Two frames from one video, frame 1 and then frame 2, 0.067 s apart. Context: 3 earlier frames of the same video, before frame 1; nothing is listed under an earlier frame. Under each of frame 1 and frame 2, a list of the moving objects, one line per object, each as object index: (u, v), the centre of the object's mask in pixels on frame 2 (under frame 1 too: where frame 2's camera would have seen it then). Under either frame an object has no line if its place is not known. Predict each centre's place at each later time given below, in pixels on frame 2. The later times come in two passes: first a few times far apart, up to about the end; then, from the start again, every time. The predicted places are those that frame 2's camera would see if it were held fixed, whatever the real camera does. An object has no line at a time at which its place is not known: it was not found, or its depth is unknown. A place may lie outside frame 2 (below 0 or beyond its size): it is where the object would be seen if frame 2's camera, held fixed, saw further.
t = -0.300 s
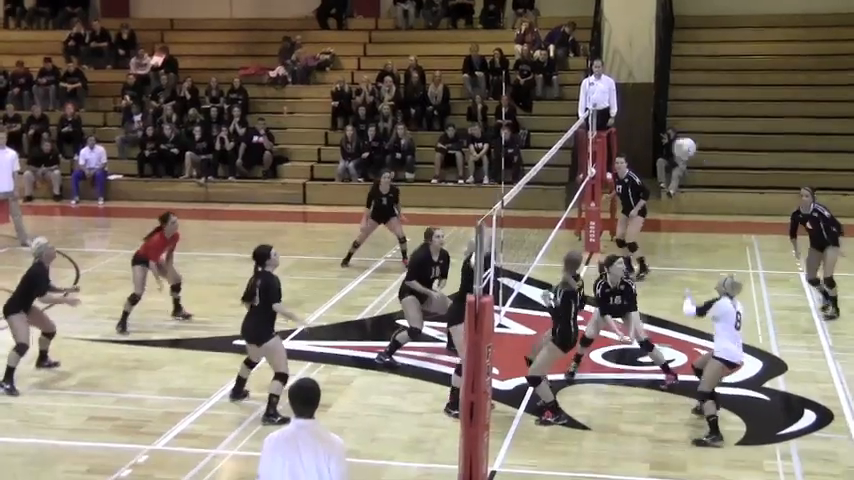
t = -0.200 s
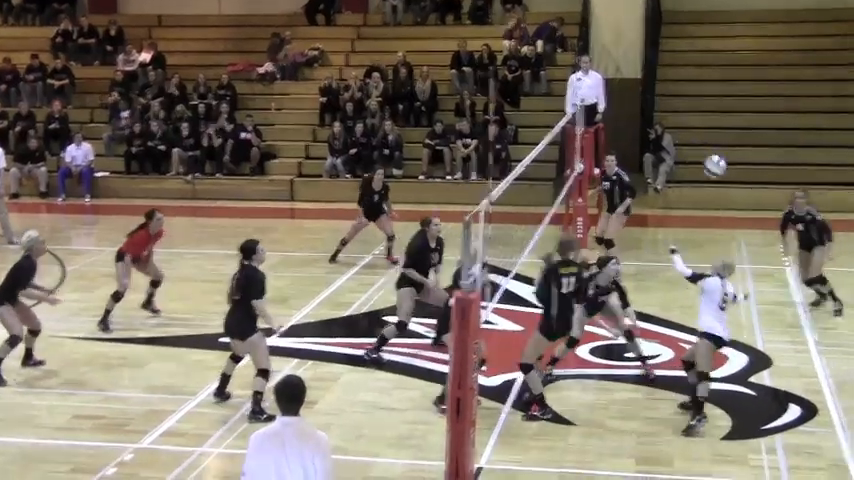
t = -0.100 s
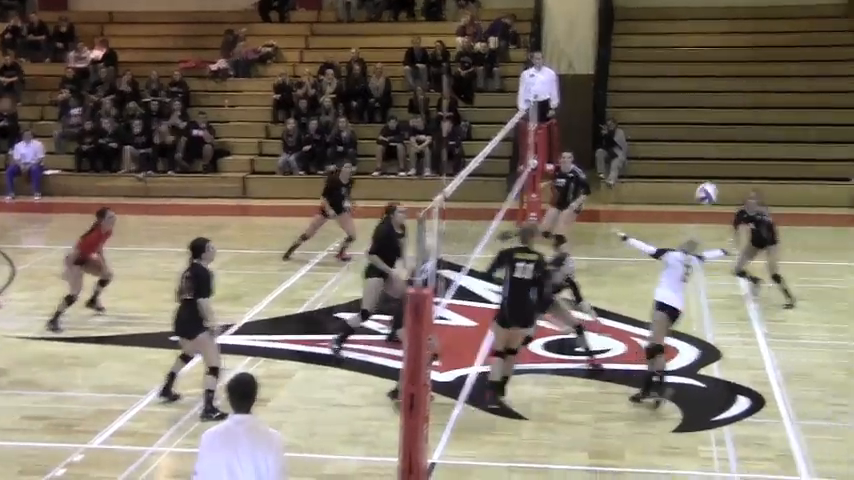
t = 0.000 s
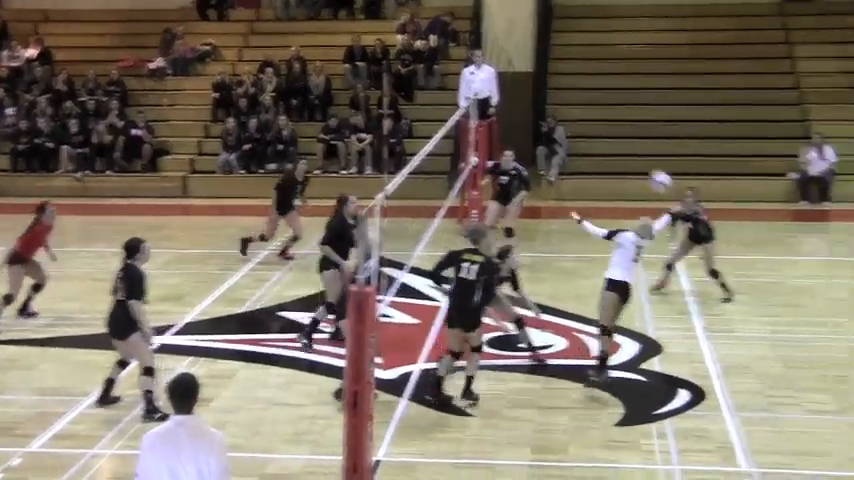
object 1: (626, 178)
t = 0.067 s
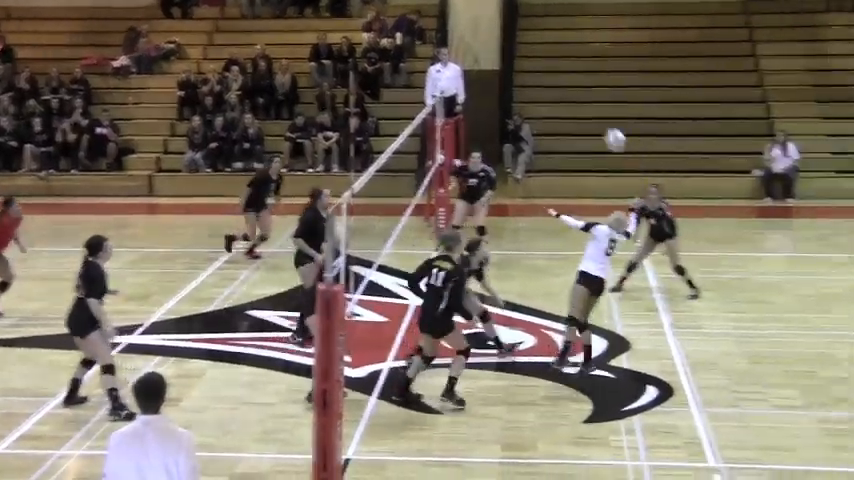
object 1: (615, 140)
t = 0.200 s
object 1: (591, 76)
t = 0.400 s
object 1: (558, 19)
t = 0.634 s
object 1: (525, 3)
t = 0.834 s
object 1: (501, 27)
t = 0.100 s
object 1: (608, 122)
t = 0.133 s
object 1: (603, 106)
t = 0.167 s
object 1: (597, 90)
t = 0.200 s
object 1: (591, 76)
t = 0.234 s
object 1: (586, 63)
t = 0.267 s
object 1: (581, 52)
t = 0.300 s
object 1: (574, 41)
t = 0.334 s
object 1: (569, 33)
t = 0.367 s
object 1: (563, 24)
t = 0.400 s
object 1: (558, 19)
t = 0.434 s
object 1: (553, 13)
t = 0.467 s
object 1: (548, 9)
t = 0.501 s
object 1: (543, 6)
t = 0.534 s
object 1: (538, 4)
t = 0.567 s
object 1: (534, 2)
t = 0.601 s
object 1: (529, 2)
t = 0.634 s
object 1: (525, 3)
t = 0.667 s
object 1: (521, 5)
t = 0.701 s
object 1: (517, 8)
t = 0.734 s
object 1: (513, 11)
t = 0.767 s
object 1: (509, 16)
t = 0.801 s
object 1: (506, 21)
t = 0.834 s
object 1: (501, 27)
